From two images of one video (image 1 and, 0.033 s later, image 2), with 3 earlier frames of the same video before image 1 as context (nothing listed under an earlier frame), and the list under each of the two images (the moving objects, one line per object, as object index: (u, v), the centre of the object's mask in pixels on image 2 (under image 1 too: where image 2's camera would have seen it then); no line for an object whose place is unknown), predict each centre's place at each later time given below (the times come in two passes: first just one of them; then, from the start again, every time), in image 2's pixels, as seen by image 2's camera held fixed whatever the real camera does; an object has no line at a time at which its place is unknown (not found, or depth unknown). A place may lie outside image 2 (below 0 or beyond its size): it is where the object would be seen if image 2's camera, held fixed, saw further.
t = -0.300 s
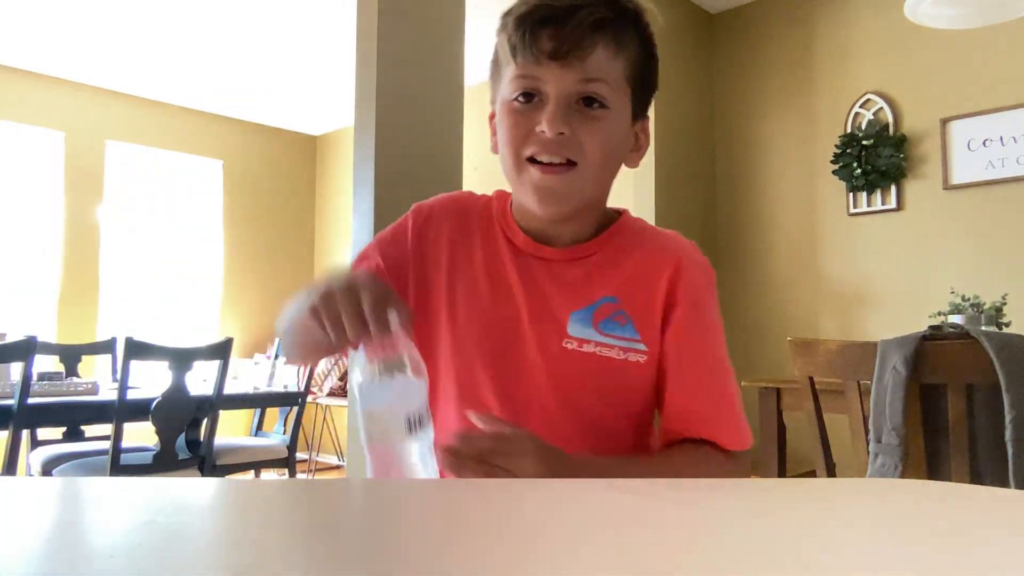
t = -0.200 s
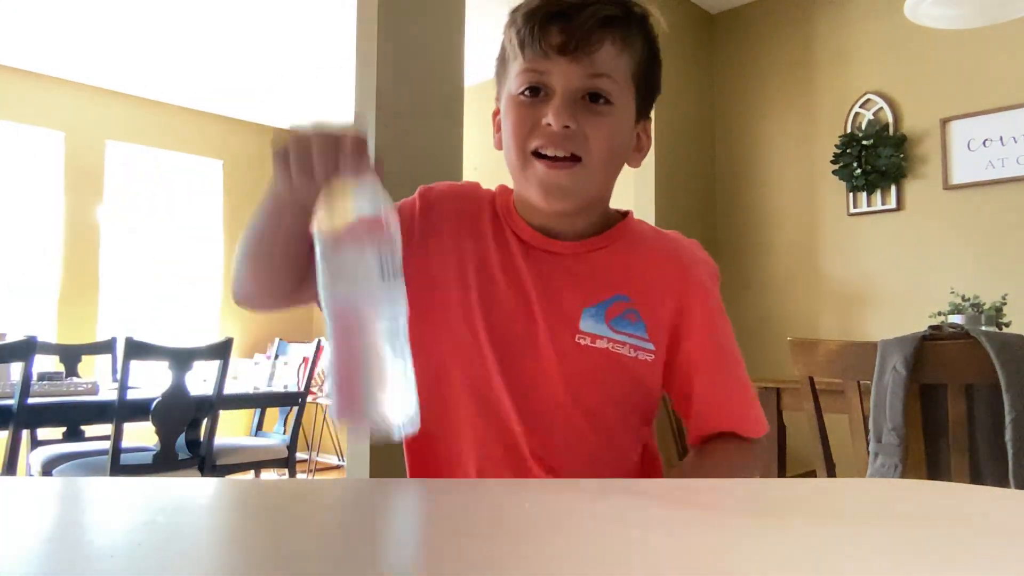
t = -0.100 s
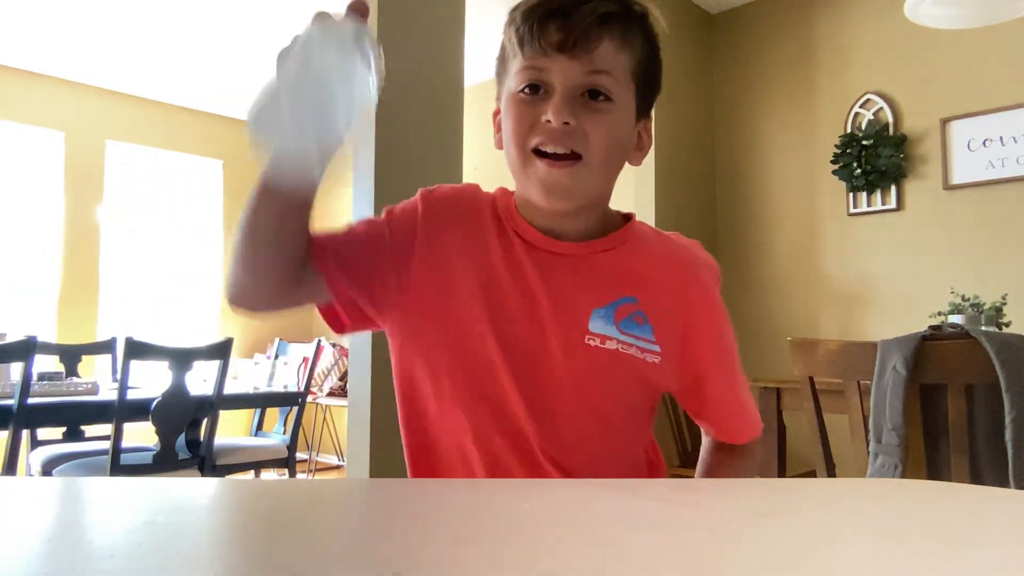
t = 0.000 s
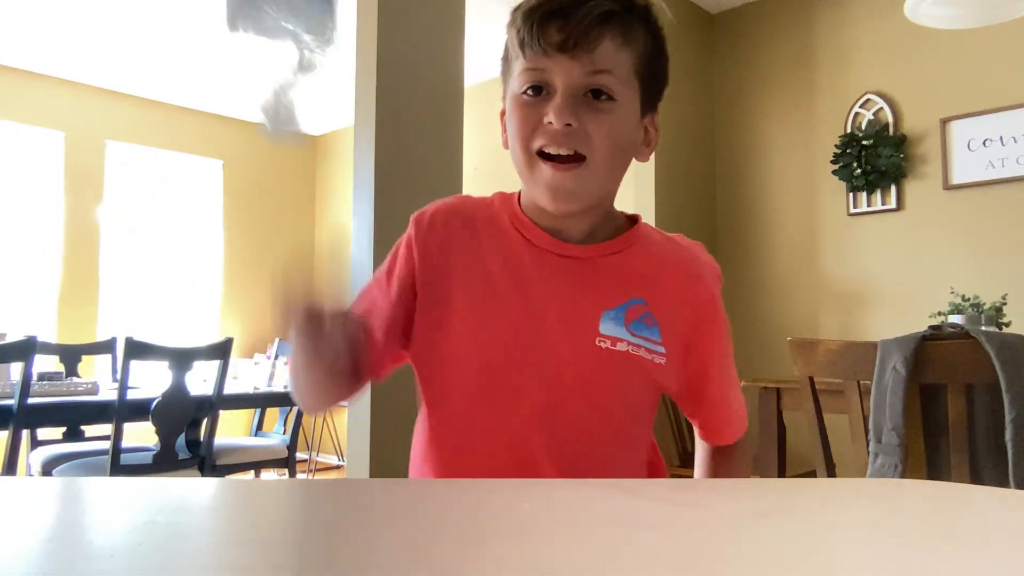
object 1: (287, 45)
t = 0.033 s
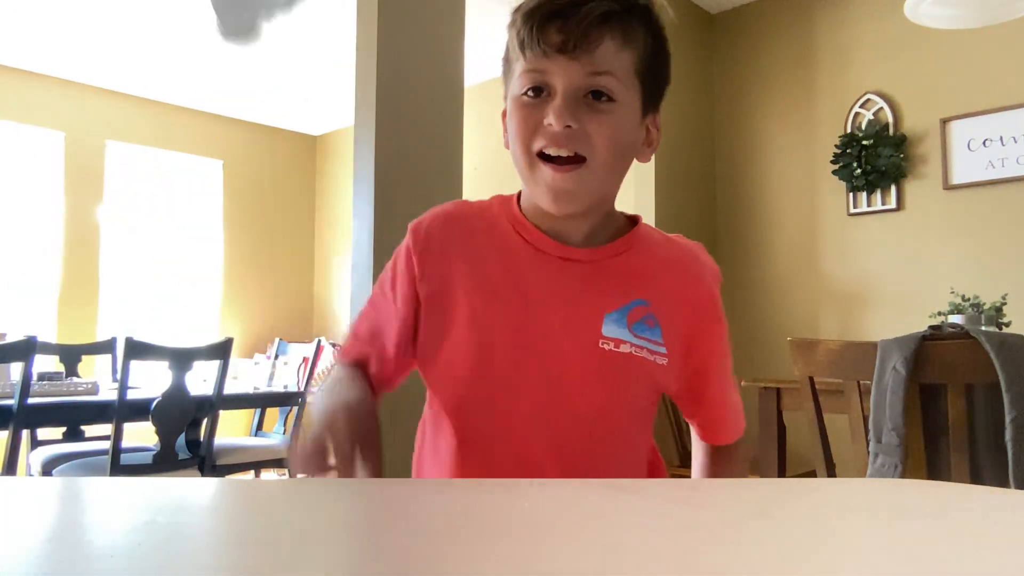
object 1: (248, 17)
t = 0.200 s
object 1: (194, 99)
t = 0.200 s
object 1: (194, 99)
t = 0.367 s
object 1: (104, 419)
